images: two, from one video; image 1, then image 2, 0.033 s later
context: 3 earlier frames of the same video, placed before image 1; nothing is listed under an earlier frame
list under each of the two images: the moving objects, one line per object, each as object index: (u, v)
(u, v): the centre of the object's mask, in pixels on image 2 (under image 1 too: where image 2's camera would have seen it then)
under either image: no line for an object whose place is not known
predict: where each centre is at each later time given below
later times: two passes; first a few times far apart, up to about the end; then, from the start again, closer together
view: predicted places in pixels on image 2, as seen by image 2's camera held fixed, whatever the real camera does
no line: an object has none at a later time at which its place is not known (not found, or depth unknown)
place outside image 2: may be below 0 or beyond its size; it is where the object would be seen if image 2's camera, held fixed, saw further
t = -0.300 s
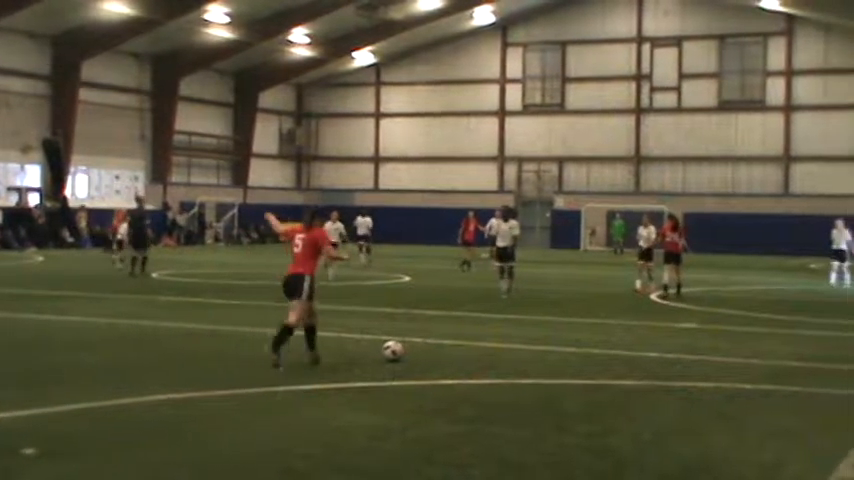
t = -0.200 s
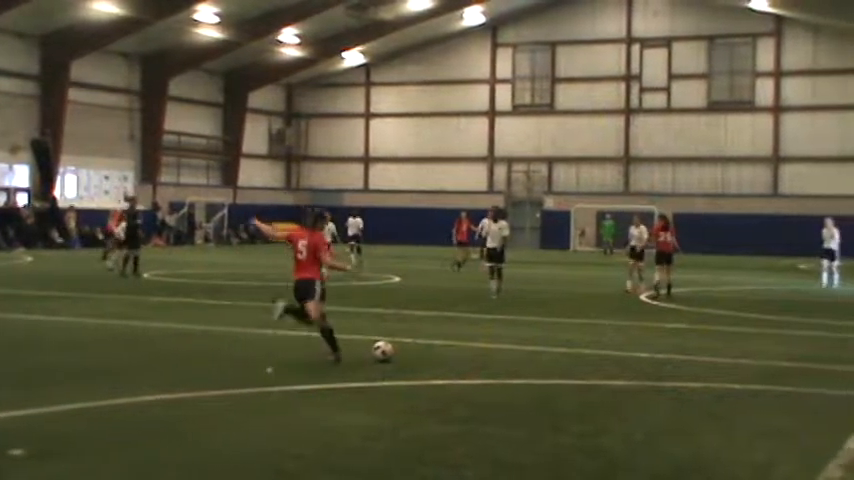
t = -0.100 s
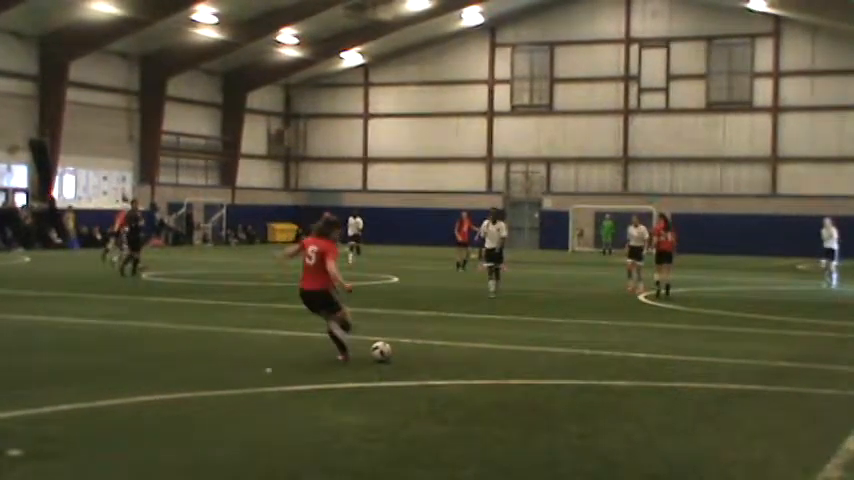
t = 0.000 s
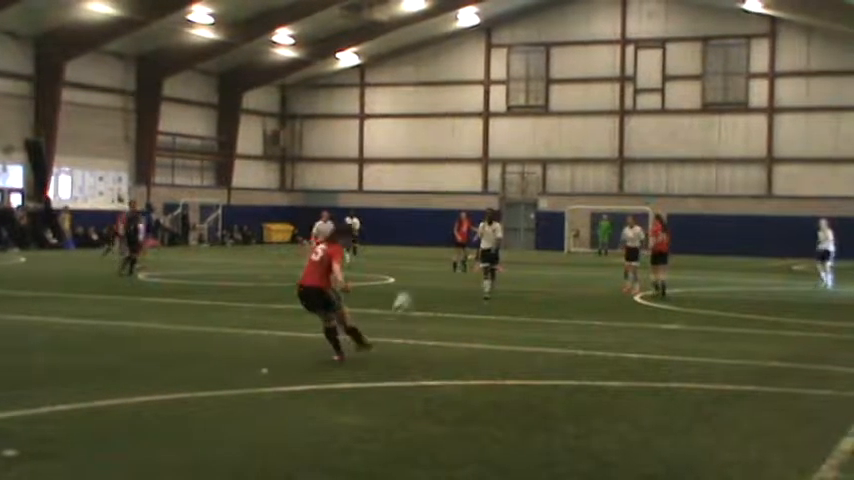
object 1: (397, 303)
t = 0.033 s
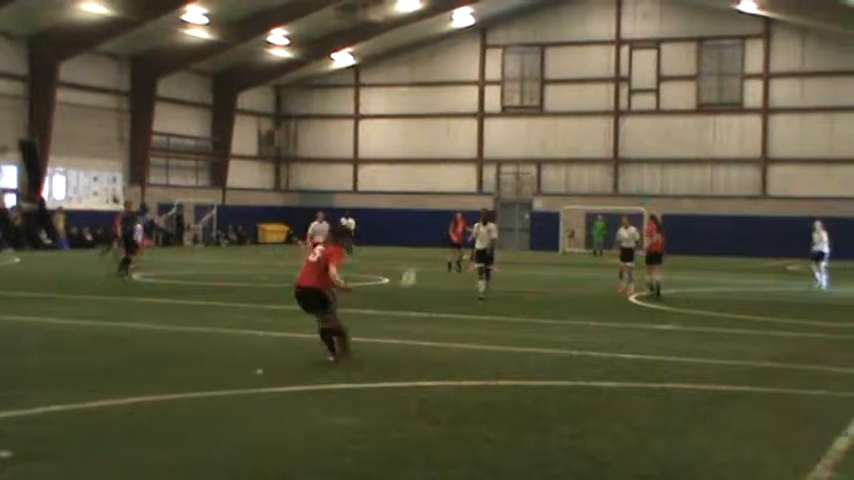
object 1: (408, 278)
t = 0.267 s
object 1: (473, 167)
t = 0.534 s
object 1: (511, 110)
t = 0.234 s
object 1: (466, 181)
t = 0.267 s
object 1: (473, 167)
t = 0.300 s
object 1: (478, 154)
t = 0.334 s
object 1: (484, 150)
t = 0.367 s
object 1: (491, 142)
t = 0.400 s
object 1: (496, 134)
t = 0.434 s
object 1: (500, 127)
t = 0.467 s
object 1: (504, 120)
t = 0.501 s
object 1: (508, 115)
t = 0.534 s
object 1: (511, 110)
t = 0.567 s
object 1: (514, 105)
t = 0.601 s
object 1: (517, 100)
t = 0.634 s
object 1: (519, 94)
